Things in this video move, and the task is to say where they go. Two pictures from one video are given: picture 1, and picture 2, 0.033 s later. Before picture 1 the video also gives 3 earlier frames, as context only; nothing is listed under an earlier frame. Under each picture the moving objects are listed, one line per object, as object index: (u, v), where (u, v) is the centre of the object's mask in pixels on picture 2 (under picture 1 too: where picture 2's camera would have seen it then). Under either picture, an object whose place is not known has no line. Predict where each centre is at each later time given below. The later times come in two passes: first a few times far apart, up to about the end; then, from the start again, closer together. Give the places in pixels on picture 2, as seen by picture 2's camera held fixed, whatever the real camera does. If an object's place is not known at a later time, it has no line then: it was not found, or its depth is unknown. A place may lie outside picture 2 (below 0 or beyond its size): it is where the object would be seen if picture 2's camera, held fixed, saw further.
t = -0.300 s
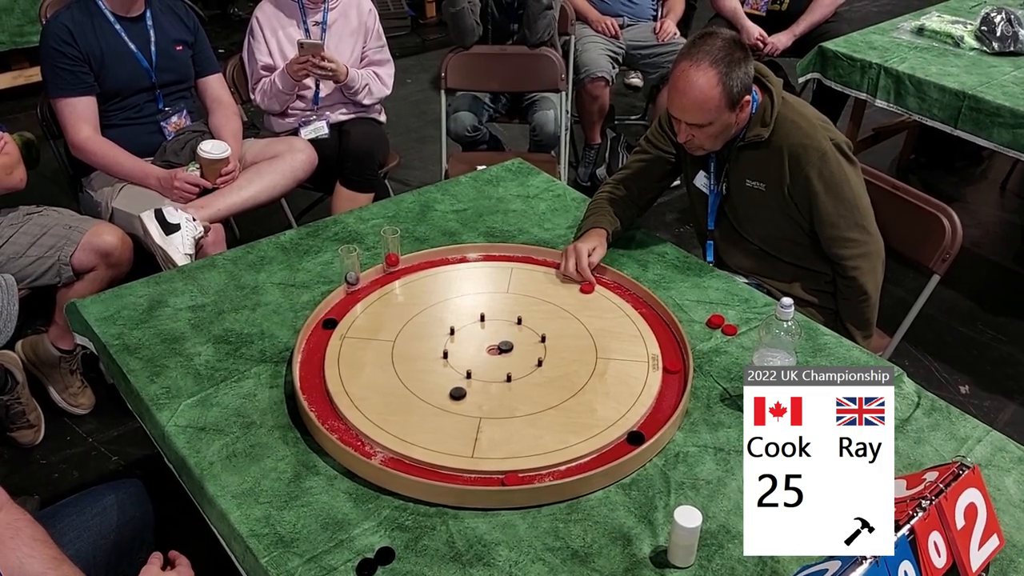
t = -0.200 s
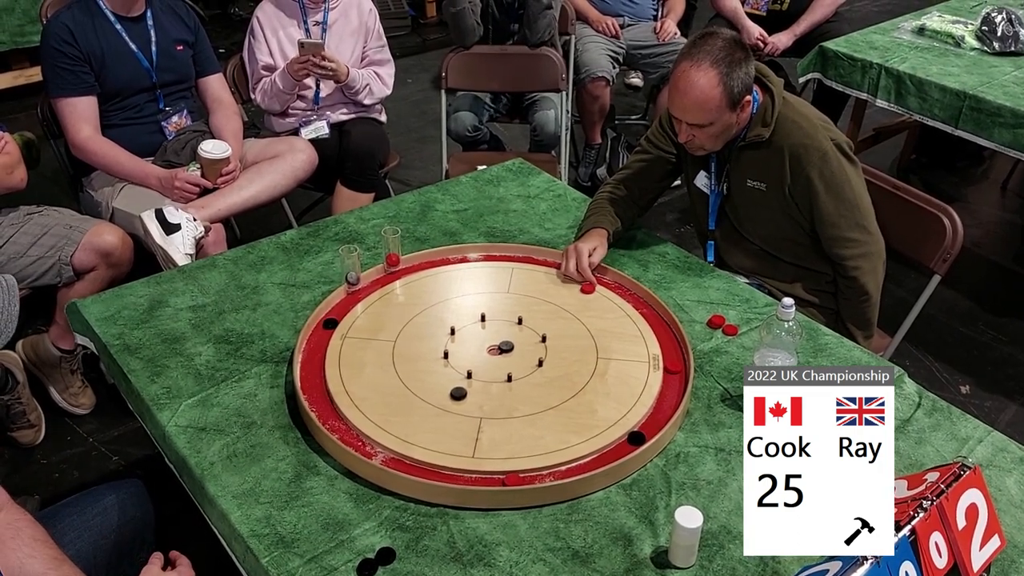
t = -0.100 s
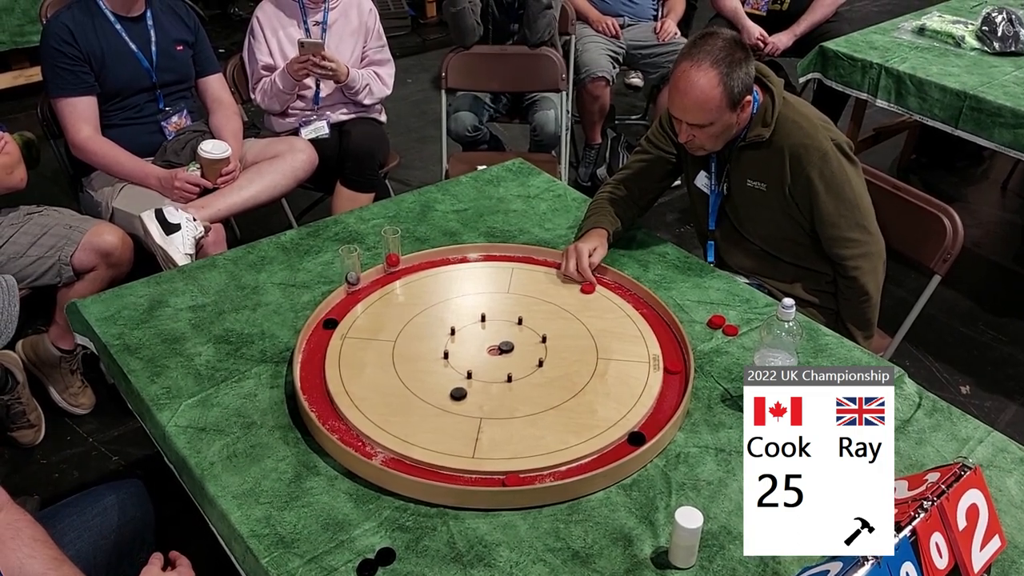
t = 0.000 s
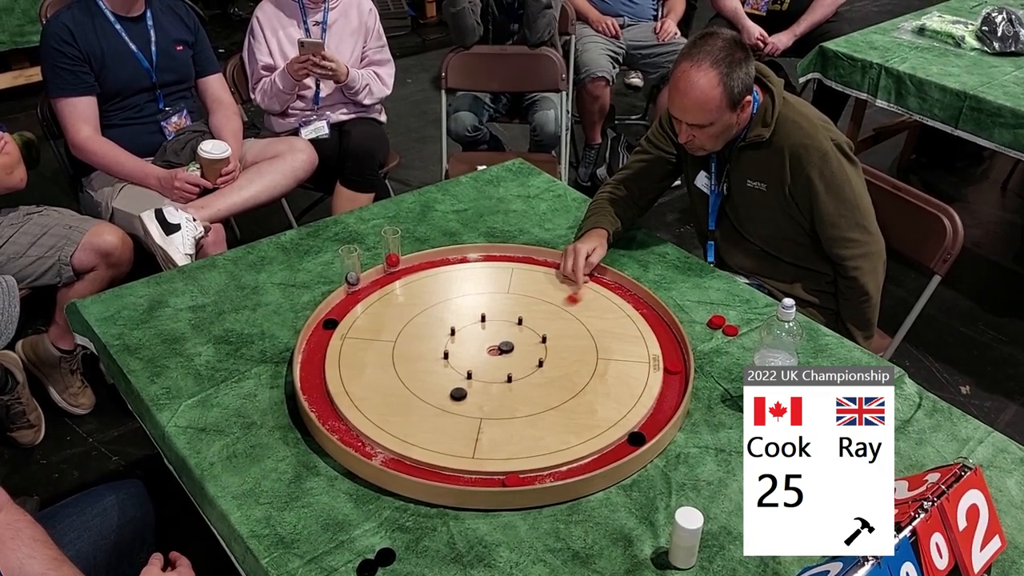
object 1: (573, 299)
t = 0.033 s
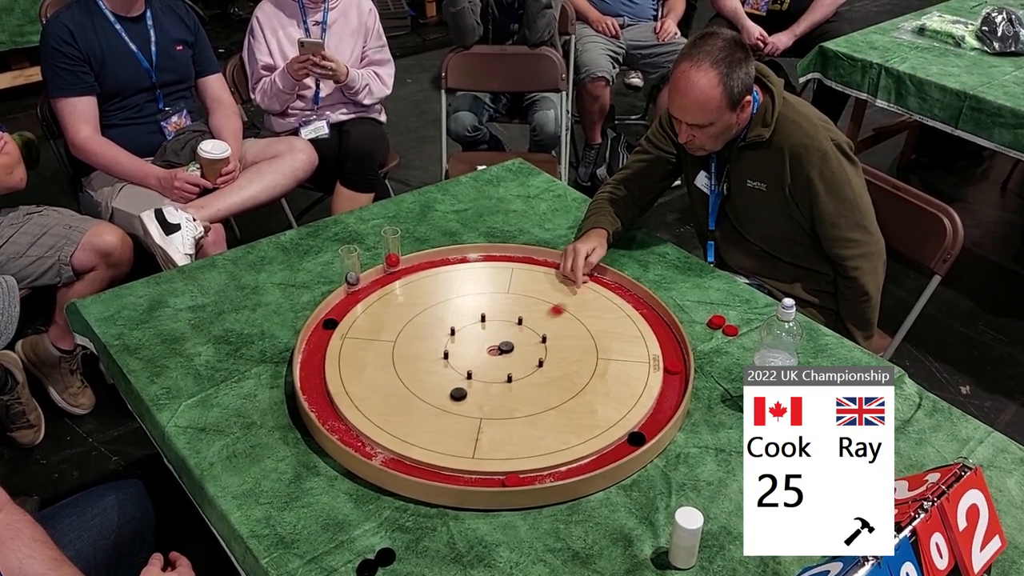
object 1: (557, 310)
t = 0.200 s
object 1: (504, 339)
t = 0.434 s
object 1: (490, 339)
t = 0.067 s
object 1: (541, 321)
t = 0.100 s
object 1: (525, 332)
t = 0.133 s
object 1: (512, 339)
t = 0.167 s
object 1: (508, 339)
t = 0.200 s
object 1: (504, 339)
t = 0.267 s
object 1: (496, 340)
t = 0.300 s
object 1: (494, 340)
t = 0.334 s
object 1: (492, 339)
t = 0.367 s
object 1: (491, 339)
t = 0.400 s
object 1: (490, 339)
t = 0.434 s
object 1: (490, 339)
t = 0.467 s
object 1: (490, 339)
